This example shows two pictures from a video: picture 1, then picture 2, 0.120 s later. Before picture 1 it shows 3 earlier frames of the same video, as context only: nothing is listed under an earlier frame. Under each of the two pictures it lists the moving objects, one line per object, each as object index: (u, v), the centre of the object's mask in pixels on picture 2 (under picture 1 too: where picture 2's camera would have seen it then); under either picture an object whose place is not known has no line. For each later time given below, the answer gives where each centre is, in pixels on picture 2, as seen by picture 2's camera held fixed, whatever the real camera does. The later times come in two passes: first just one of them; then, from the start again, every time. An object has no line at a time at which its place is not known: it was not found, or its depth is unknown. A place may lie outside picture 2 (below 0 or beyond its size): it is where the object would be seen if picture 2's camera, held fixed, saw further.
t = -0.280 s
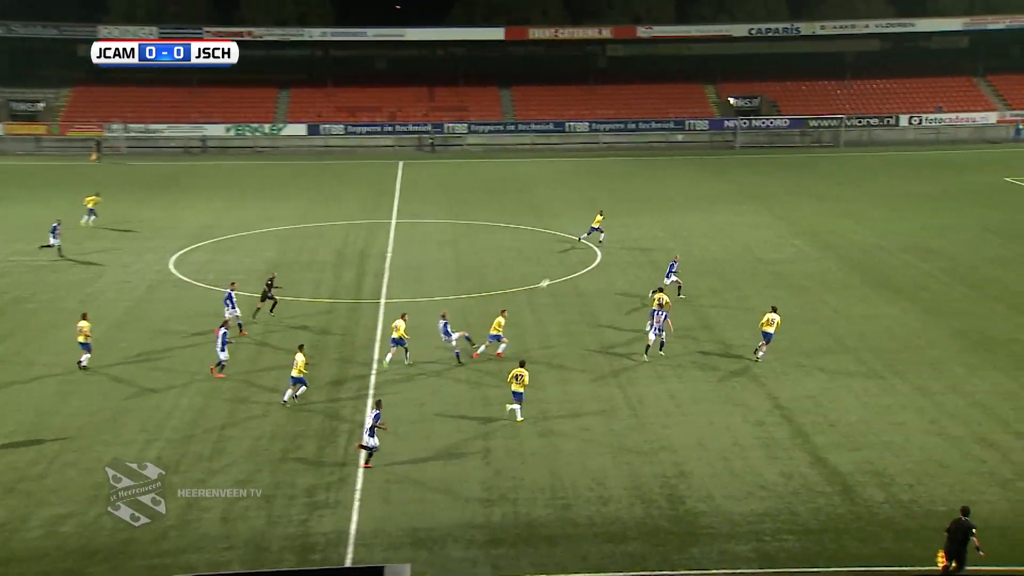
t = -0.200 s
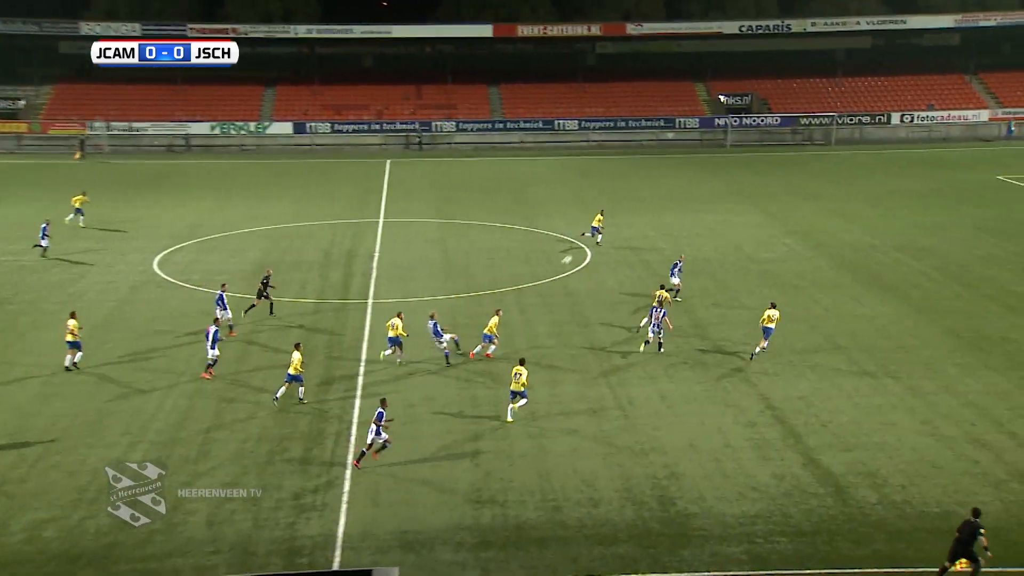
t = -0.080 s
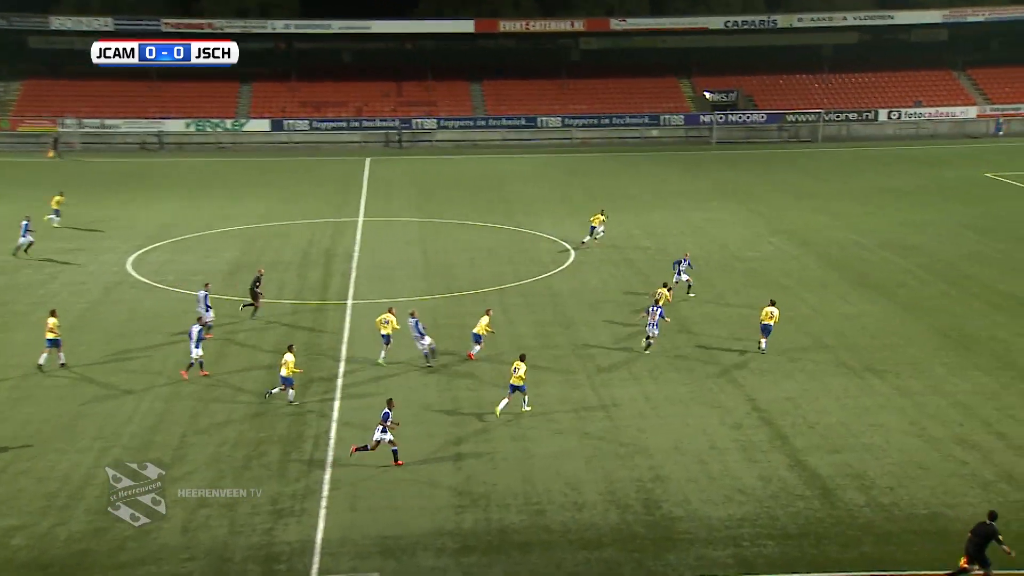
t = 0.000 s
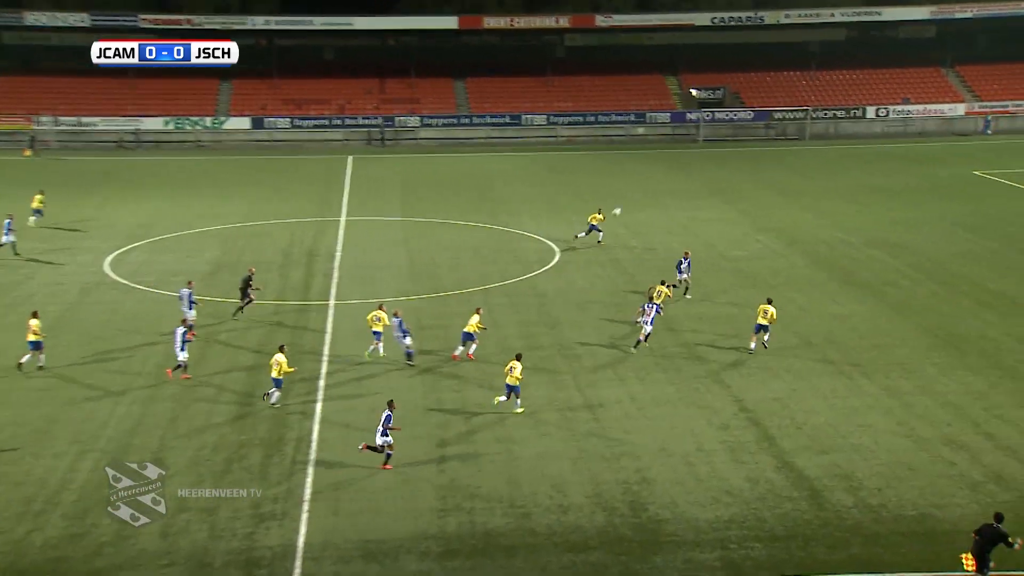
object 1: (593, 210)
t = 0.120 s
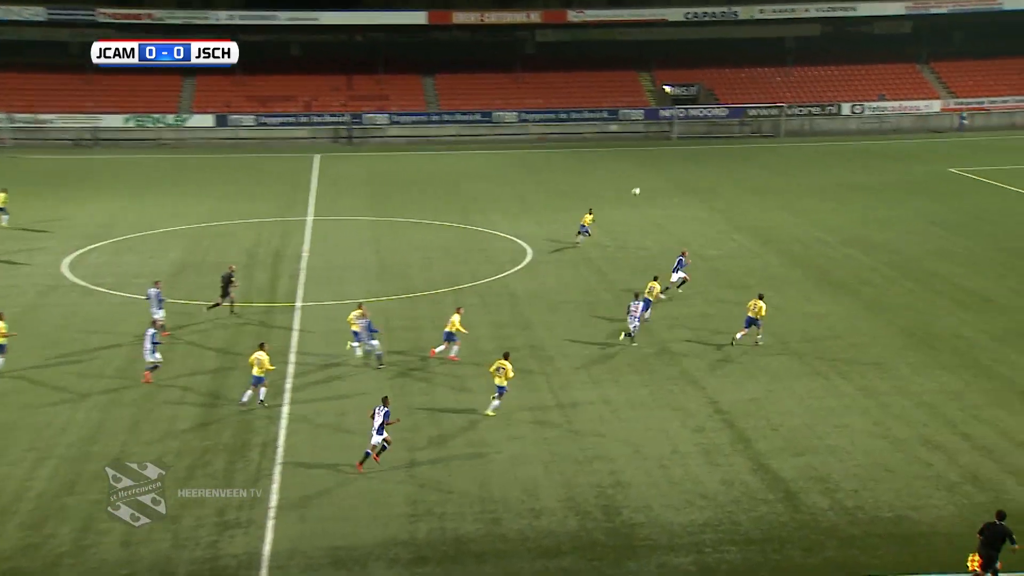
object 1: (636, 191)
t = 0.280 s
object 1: (688, 175)
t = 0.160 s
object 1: (649, 187)
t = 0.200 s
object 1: (663, 182)
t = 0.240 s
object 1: (675, 178)
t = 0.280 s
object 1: (688, 175)
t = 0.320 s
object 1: (700, 172)
